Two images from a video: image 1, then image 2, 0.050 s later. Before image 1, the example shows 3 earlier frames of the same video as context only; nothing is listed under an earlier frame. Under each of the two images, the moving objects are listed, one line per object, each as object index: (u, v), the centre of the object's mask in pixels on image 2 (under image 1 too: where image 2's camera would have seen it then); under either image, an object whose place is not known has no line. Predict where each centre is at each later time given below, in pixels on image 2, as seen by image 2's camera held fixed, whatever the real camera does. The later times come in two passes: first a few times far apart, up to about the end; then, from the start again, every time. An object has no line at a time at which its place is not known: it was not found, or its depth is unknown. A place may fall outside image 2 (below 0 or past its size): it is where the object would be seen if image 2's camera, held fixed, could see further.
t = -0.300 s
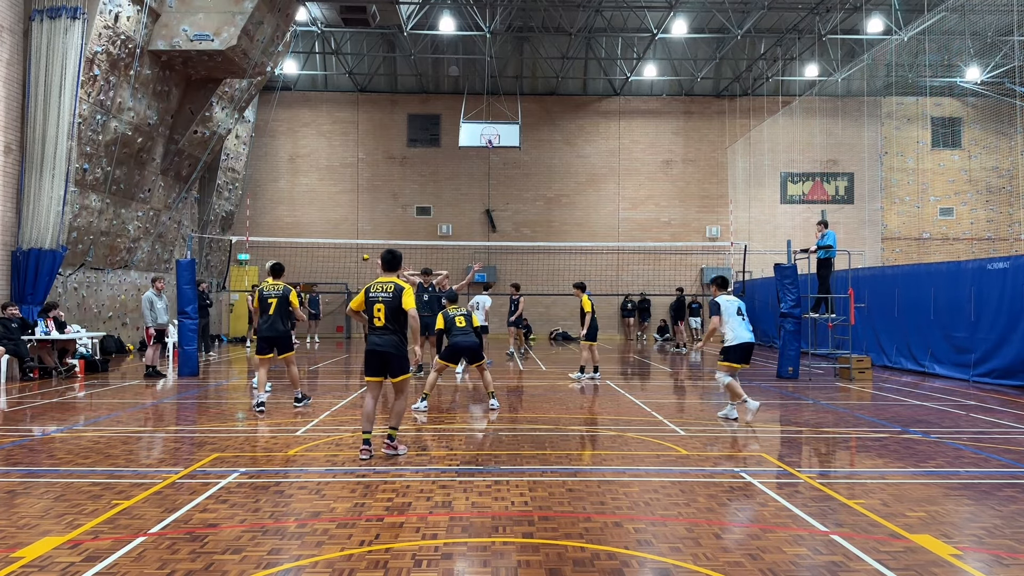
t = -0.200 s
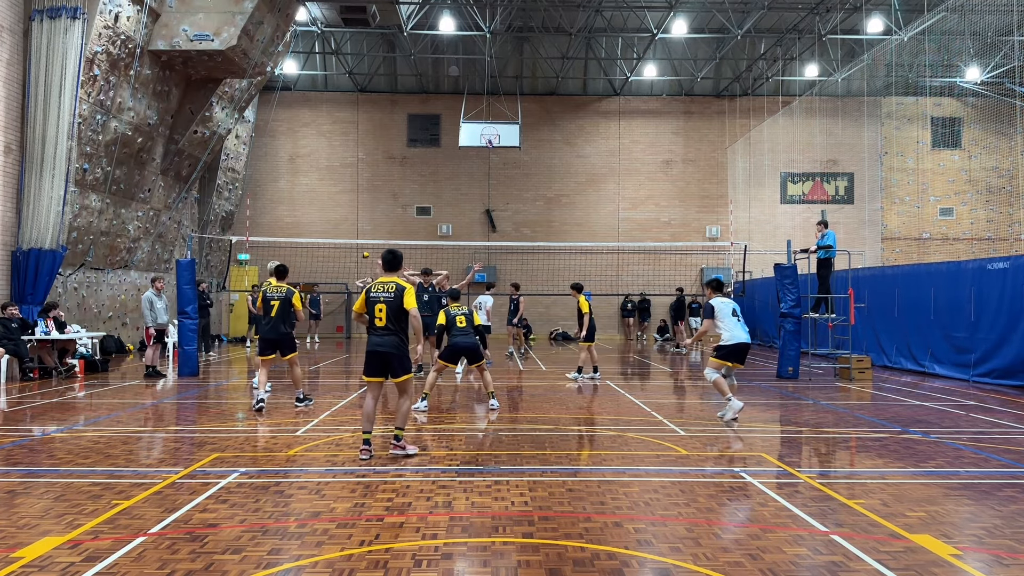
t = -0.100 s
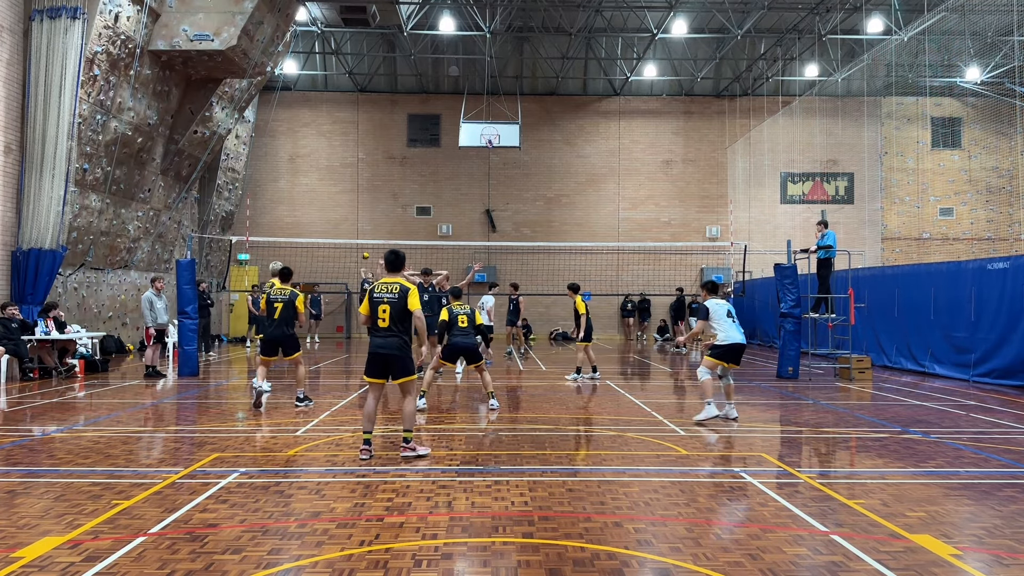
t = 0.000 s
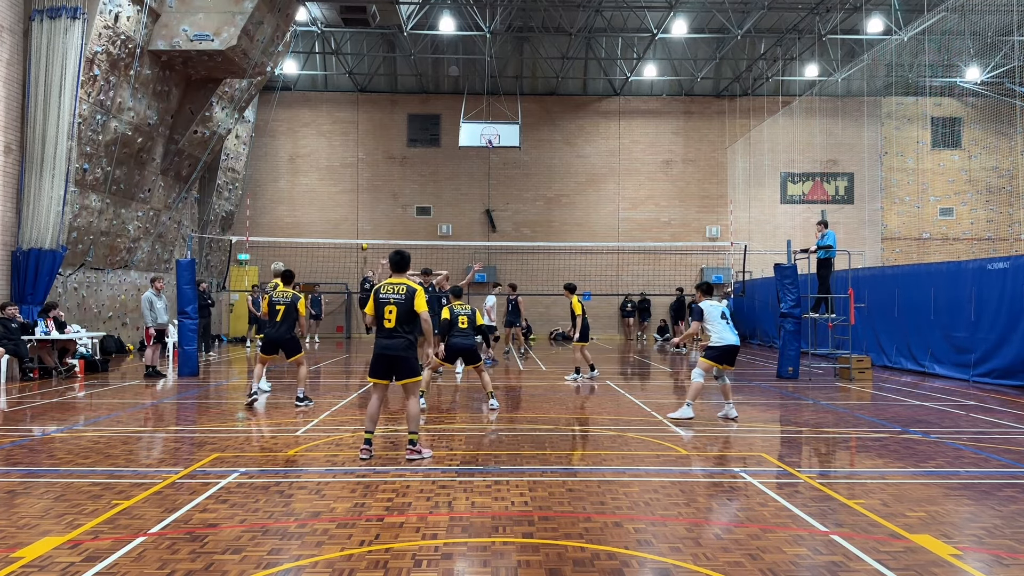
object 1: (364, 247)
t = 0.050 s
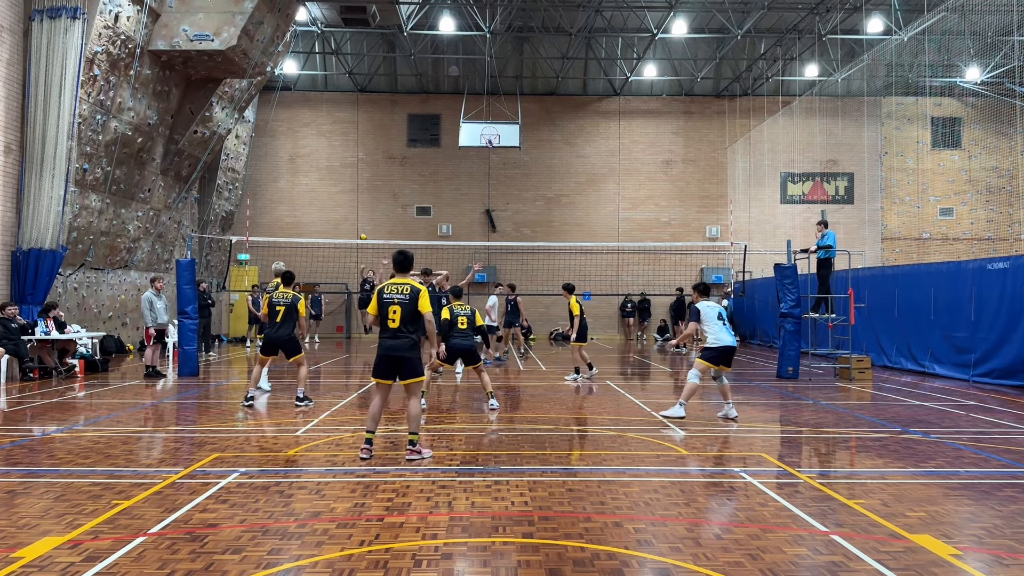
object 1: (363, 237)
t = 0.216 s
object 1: (361, 209)
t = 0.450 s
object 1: (354, 178)
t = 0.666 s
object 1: (342, 161)
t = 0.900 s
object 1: (325, 170)
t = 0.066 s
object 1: (363, 234)
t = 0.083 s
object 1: (362, 231)
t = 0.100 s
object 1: (362, 229)
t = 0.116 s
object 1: (362, 226)
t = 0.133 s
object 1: (361, 223)
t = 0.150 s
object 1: (361, 220)
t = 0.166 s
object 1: (361, 217)
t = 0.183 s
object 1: (361, 215)
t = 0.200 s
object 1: (361, 212)
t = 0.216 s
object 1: (361, 209)
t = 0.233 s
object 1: (360, 206)
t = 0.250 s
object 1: (360, 204)
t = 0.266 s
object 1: (360, 202)
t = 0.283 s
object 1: (359, 199)
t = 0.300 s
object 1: (359, 197)
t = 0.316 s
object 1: (358, 194)
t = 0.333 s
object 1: (358, 192)
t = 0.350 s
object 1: (357, 190)
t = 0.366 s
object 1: (357, 188)
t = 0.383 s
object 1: (356, 185)
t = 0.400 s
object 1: (356, 183)
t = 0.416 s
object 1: (355, 182)
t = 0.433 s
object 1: (354, 180)
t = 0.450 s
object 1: (354, 178)
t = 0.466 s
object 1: (353, 176)
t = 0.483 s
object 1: (353, 174)
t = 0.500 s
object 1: (352, 173)
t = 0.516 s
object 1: (351, 171)
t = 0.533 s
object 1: (350, 170)
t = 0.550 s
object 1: (349, 168)
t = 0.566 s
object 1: (348, 167)
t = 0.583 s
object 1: (347, 166)
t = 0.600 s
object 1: (346, 165)
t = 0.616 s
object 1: (345, 164)
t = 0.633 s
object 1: (344, 163)
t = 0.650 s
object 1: (343, 162)
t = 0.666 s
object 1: (342, 161)
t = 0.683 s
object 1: (341, 161)
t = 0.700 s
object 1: (340, 160)
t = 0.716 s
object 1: (338, 160)
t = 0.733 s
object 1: (337, 160)
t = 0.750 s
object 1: (336, 161)
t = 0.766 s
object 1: (335, 161)
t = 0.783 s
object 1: (333, 162)
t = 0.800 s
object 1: (332, 162)
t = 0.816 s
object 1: (331, 163)
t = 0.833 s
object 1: (330, 164)
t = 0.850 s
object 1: (329, 166)
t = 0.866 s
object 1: (328, 167)
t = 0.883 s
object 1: (326, 168)
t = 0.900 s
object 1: (325, 170)
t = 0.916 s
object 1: (323, 172)
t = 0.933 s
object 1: (322, 174)
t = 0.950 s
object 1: (321, 177)
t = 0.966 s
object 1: (320, 179)
